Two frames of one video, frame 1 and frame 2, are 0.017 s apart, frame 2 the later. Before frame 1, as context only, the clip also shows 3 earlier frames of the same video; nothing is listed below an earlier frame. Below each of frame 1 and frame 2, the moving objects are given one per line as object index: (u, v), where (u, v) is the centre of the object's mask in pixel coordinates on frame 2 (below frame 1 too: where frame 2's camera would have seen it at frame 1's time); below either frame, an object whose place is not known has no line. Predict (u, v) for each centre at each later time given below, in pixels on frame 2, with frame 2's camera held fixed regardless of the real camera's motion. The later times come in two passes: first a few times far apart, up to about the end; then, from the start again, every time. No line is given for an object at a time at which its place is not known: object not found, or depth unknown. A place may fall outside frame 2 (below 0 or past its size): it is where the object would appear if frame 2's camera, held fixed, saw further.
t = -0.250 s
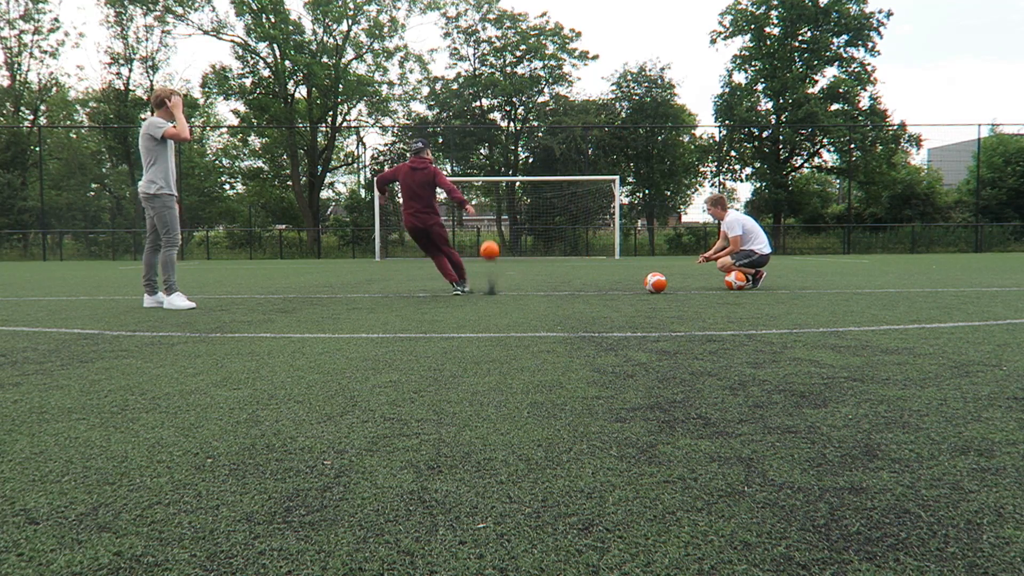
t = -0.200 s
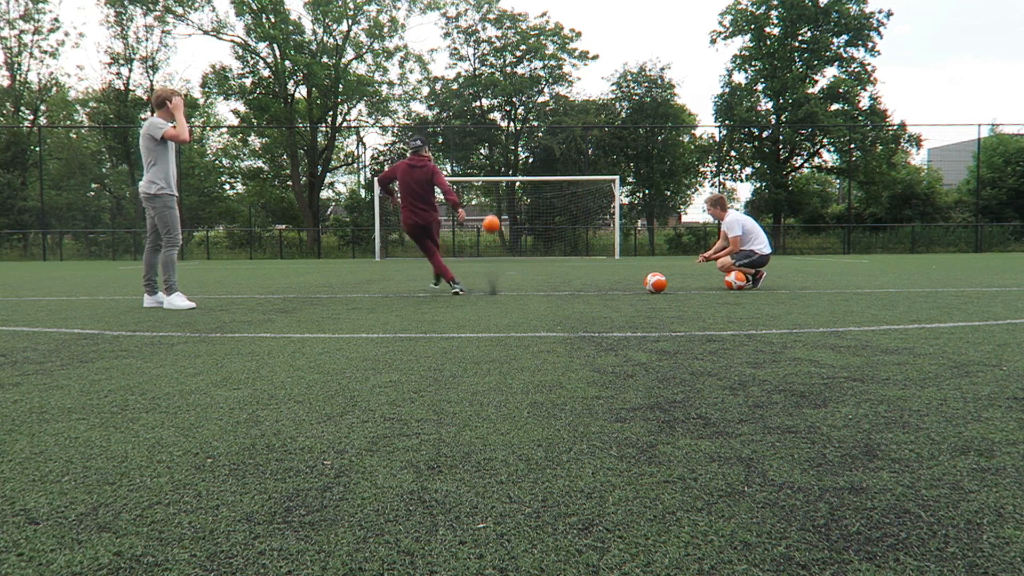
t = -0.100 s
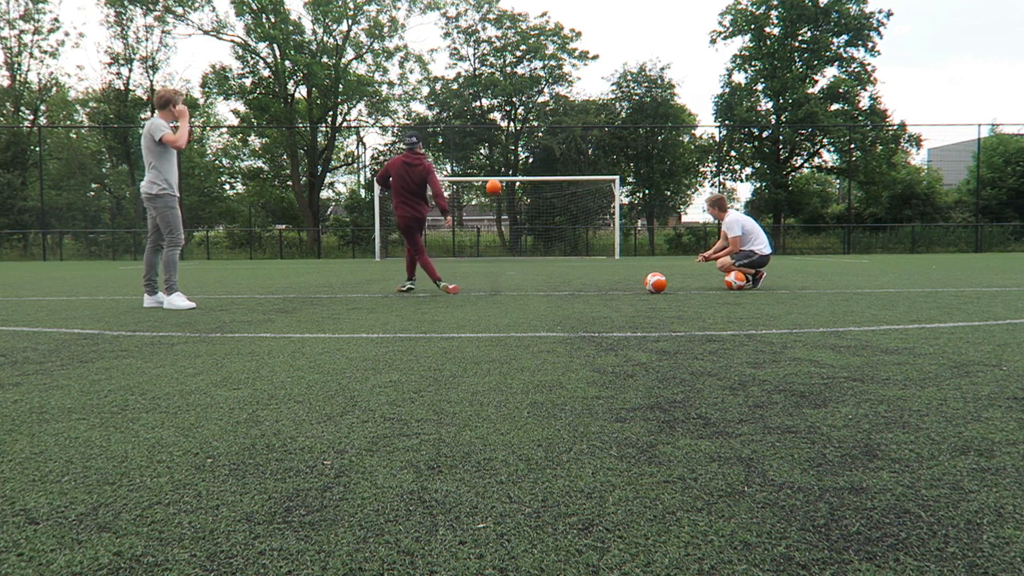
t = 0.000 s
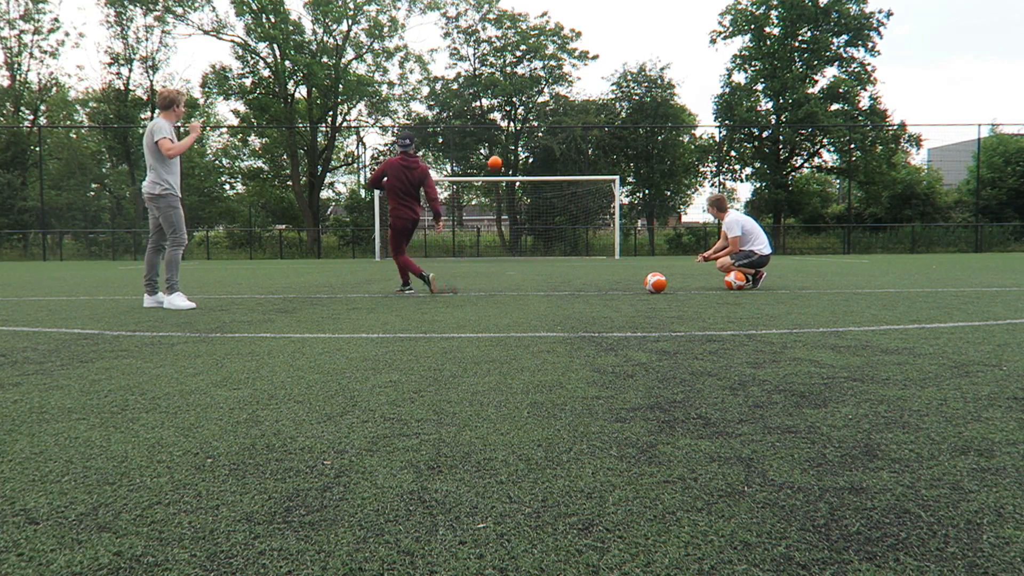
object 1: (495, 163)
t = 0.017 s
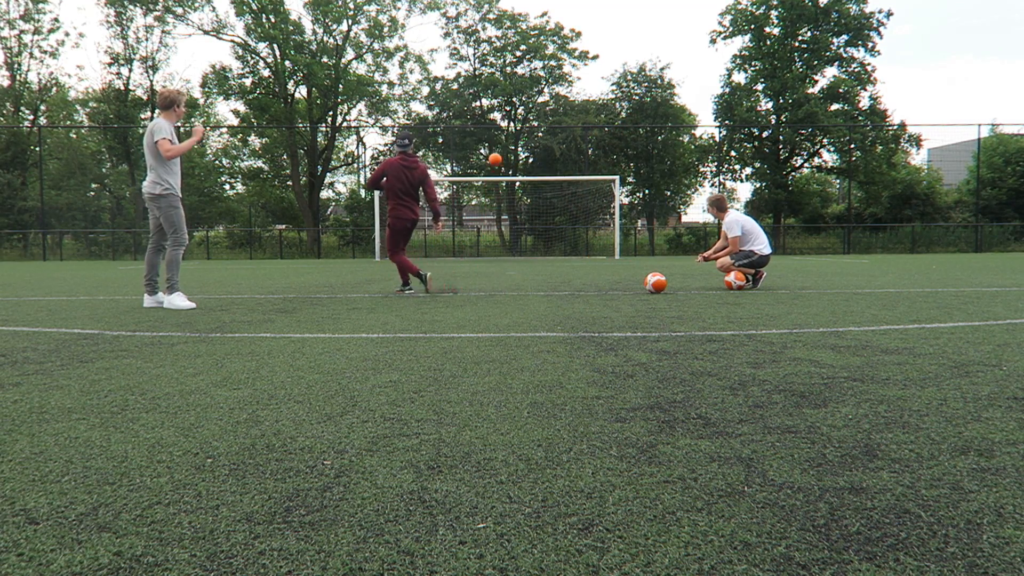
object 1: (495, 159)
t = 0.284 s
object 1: (498, 135)
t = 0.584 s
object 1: (500, 141)
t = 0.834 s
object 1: (501, 161)
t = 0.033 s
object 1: (495, 157)
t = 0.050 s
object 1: (495, 153)
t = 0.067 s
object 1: (496, 151)
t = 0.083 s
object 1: (496, 149)
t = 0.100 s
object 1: (496, 147)
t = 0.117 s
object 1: (496, 145)
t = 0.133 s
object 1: (496, 144)
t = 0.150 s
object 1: (497, 142)
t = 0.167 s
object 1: (497, 141)
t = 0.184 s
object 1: (497, 140)
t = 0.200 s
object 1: (497, 138)
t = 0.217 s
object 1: (497, 138)
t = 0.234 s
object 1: (497, 137)
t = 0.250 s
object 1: (497, 136)
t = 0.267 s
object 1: (497, 136)
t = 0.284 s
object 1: (498, 135)
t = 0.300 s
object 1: (498, 135)
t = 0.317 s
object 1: (498, 134)
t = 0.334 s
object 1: (498, 134)
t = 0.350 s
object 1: (498, 134)
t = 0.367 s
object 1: (498, 134)
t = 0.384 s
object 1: (498, 134)
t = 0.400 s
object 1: (498, 134)
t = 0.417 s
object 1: (498, 134)
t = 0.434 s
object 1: (499, 135)
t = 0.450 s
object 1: (499, 135)
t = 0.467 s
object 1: (499, 136)
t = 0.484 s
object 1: (499, 136)
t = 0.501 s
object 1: (499, 137)
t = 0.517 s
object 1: (499, 137)
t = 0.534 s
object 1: (499, 138)
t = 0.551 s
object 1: (500, 139)
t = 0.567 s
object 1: (499, 140)
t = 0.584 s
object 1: (500, 141)
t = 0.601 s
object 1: (500, 142)
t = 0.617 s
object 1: (500, 143)
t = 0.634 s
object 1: (500, 144)
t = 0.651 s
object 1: (500, 145)
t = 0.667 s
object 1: (500, 146)
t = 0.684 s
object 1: (500, 147)
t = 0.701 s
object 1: (500, 149)
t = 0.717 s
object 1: (500, 150)
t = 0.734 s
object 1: (501, 151)
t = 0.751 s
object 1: (501, 153)
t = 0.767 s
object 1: (501, 154)
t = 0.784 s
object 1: (501, 155)
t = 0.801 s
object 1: (501, 157)
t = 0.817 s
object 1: (501, 159)
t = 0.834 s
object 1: (501, 161)
